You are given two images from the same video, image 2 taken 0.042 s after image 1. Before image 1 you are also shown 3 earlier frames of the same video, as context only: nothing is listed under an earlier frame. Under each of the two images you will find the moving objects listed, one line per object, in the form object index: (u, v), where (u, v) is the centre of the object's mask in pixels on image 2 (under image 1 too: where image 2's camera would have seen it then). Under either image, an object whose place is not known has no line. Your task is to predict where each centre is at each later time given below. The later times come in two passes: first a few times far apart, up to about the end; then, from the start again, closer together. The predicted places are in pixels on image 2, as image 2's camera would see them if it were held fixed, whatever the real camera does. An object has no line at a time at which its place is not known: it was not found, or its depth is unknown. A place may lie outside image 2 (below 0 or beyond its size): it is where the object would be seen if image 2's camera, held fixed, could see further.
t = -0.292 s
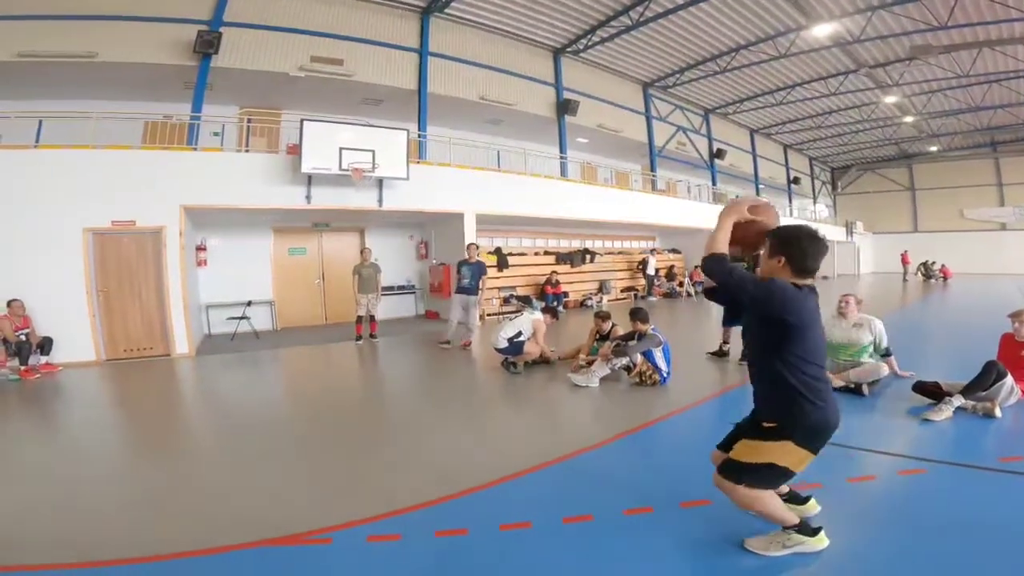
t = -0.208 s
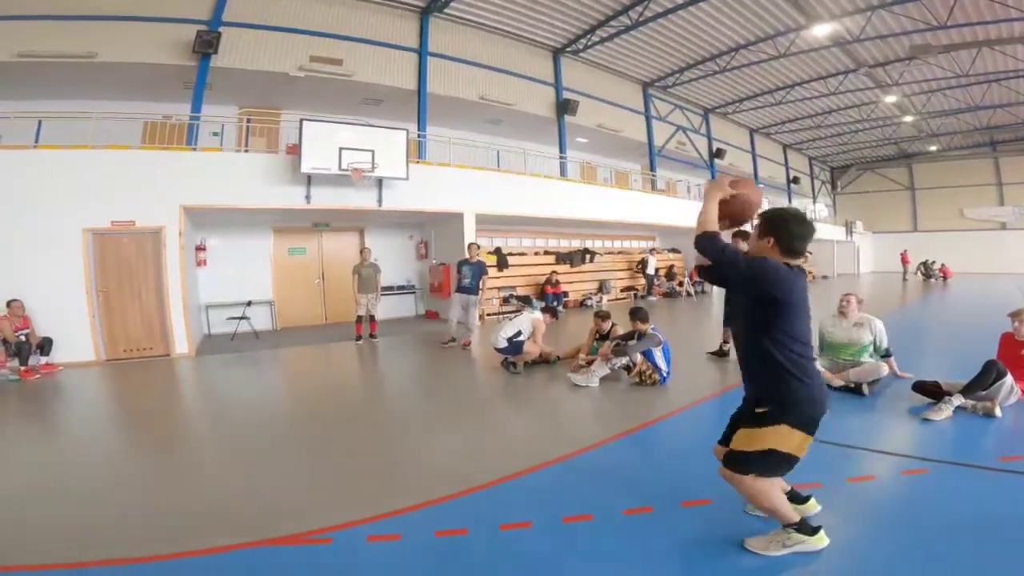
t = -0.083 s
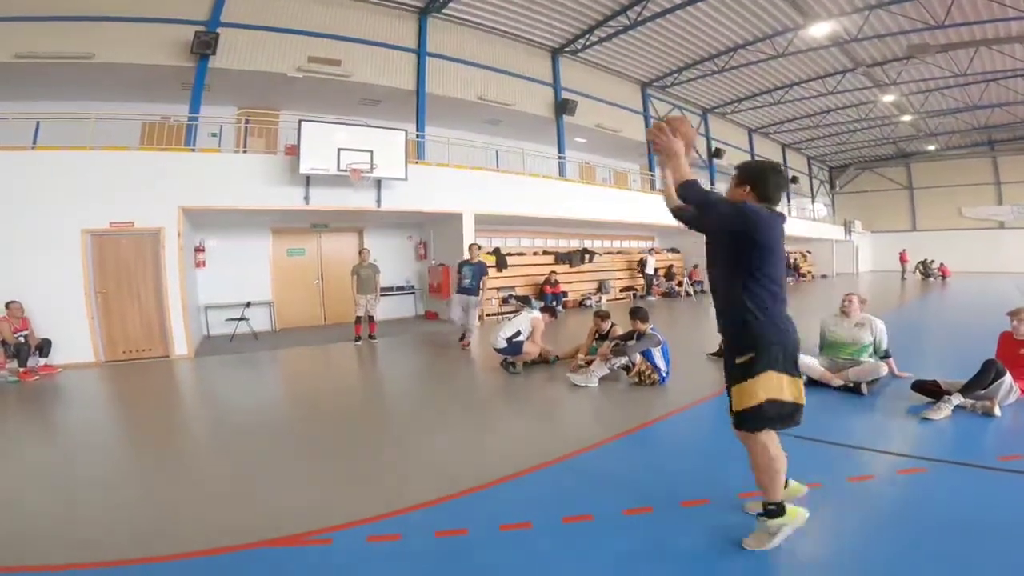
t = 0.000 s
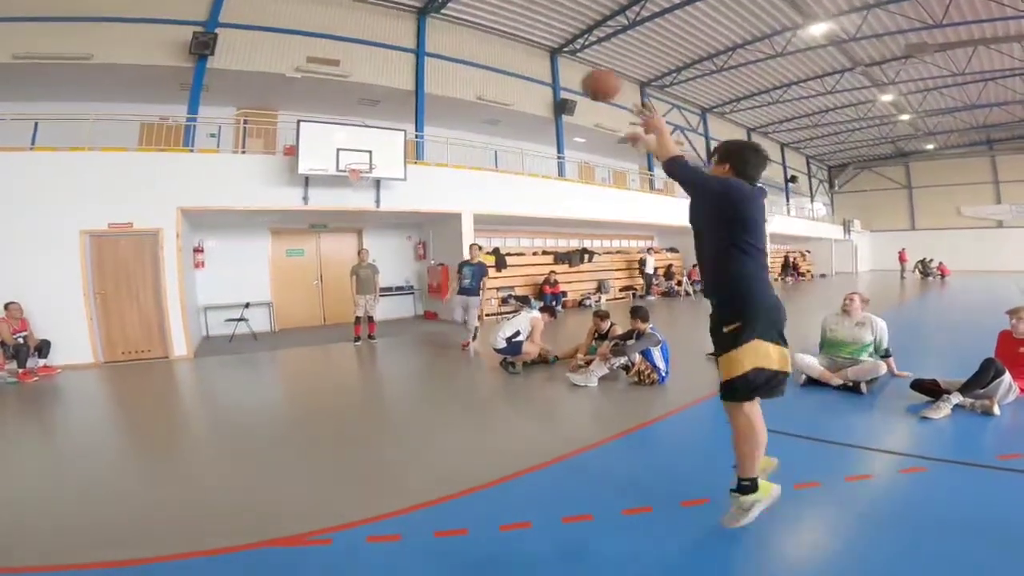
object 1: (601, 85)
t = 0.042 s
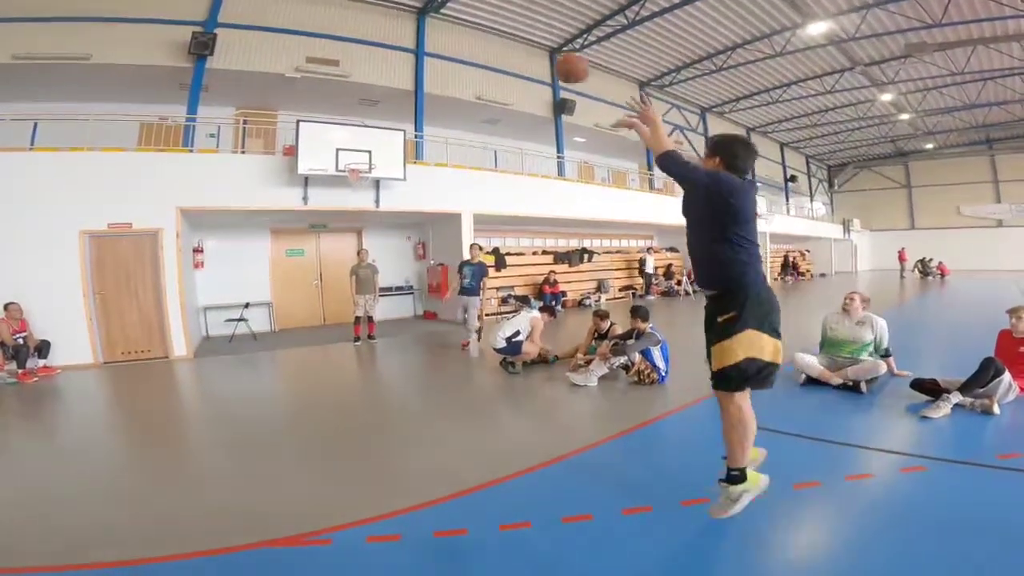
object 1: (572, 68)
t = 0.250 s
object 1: (481, 42)
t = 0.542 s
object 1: (418, 67)
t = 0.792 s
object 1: (386, 115)
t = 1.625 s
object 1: (338, 138)
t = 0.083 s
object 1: (547, 58)
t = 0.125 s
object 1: (526, 51)
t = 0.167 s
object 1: (509, 45)
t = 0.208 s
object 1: (494, 43)
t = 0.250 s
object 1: (481, 42)
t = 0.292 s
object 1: (469, 43)
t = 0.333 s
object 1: (458, 44)
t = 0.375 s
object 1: (448, 48)
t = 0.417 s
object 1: (439, 51)
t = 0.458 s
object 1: (433, 56)
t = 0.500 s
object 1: (426, 61)
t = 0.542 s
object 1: (418, 67)
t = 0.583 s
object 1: (411, 74)
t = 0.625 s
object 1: (405, 82)
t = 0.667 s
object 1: (400, 89)
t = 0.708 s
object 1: (395, 97)
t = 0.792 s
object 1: (386, 115)
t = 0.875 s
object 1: (377, 136)
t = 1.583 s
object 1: (340, 133)
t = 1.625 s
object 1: (338, 138)
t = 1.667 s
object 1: (336, 144)
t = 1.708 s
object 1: (334, 152)
